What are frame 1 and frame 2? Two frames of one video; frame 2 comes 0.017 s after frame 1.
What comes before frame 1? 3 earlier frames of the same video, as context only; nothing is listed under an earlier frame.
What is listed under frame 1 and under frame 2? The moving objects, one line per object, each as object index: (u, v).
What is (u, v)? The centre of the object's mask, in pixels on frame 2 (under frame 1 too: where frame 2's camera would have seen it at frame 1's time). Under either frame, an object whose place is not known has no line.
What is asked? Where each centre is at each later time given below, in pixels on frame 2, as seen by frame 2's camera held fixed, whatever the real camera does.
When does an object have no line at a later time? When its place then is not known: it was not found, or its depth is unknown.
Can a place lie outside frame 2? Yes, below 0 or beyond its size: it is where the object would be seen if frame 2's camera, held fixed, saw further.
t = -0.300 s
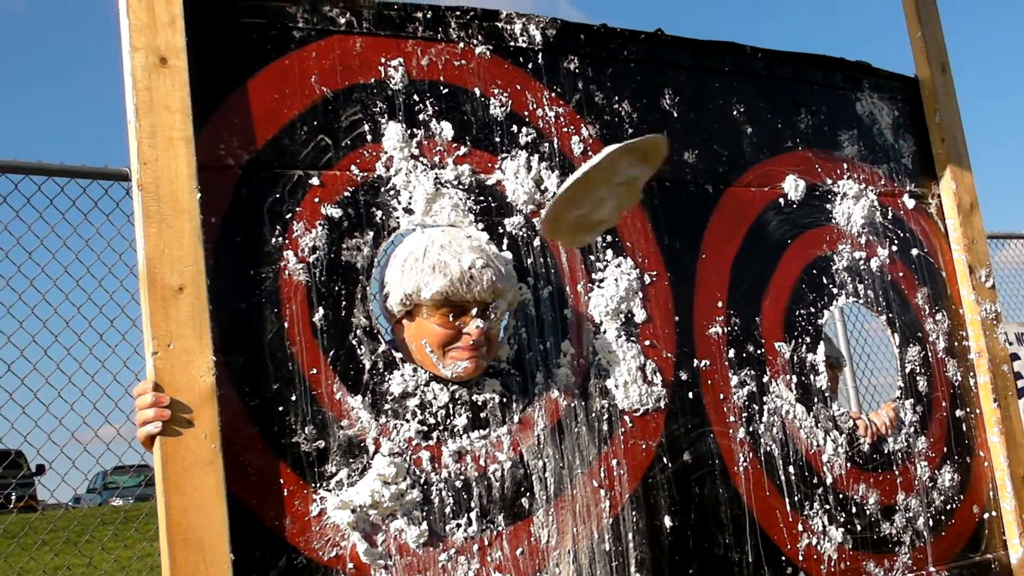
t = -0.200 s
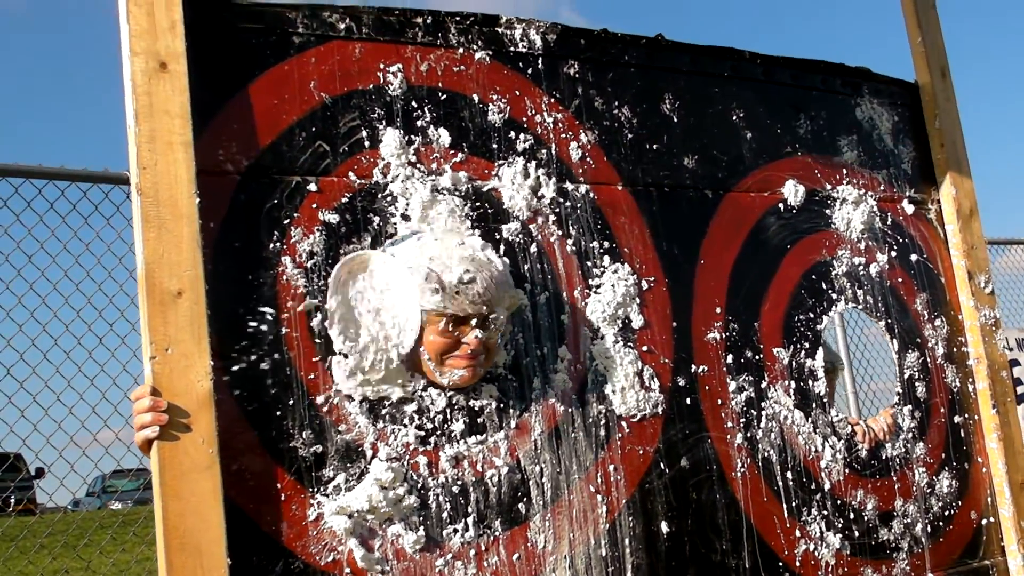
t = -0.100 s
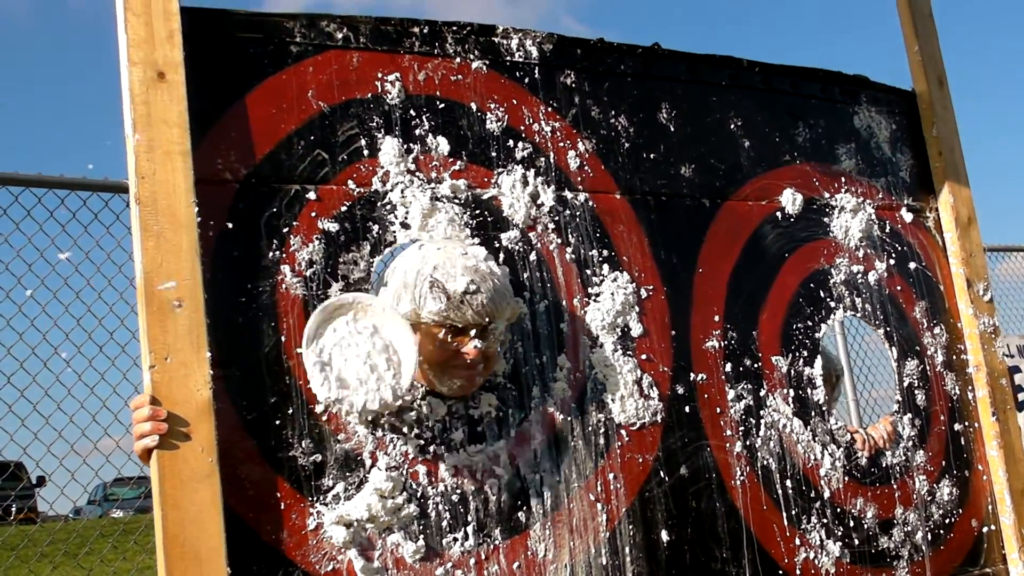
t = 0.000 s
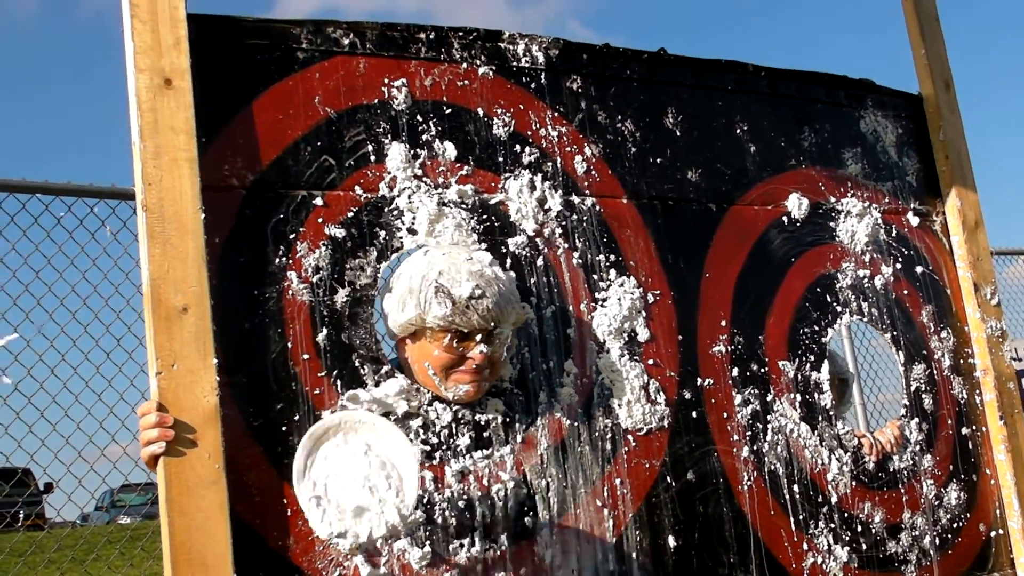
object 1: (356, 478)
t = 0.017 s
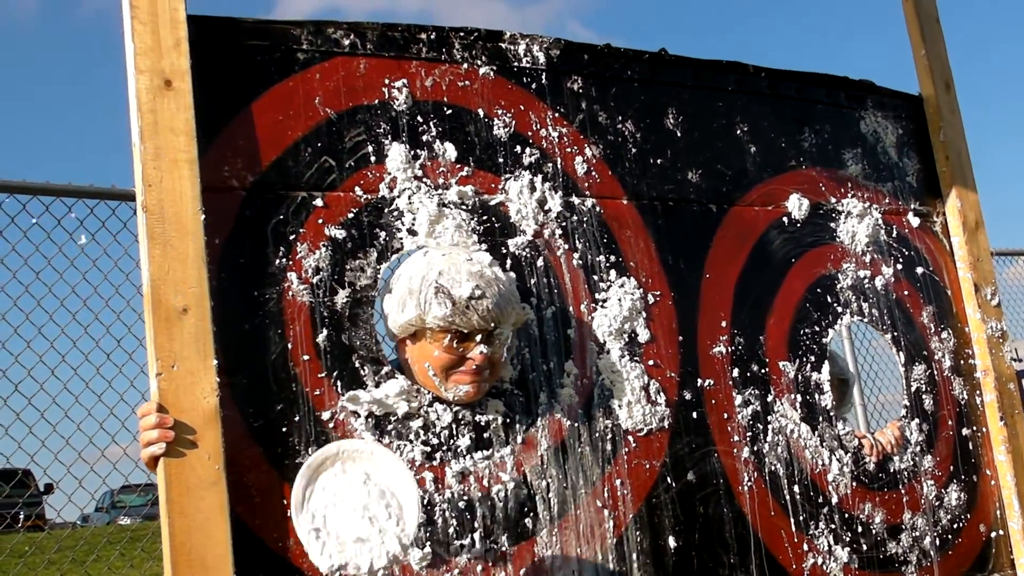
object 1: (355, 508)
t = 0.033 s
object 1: (355, 527)
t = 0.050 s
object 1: (355, 544)
